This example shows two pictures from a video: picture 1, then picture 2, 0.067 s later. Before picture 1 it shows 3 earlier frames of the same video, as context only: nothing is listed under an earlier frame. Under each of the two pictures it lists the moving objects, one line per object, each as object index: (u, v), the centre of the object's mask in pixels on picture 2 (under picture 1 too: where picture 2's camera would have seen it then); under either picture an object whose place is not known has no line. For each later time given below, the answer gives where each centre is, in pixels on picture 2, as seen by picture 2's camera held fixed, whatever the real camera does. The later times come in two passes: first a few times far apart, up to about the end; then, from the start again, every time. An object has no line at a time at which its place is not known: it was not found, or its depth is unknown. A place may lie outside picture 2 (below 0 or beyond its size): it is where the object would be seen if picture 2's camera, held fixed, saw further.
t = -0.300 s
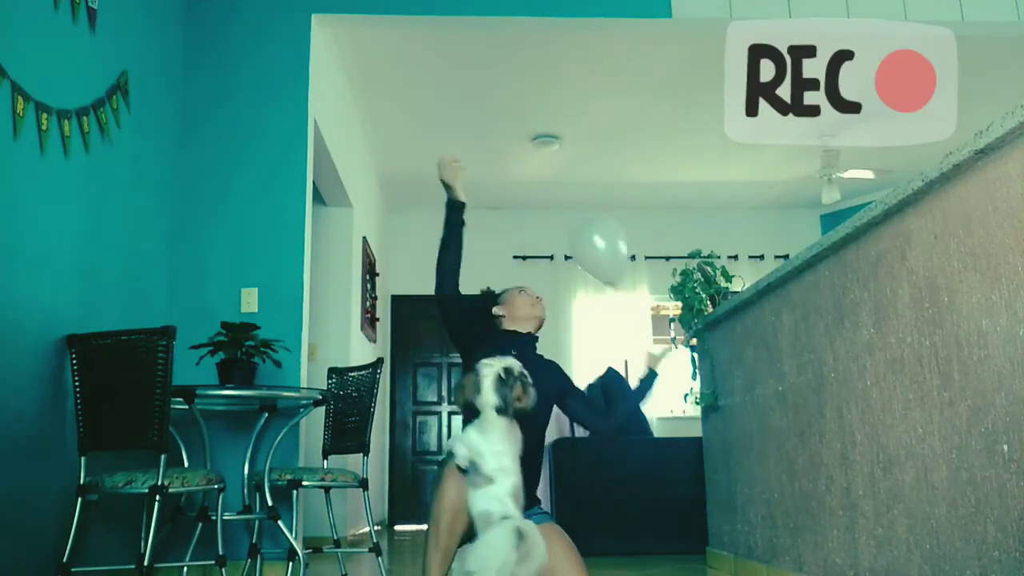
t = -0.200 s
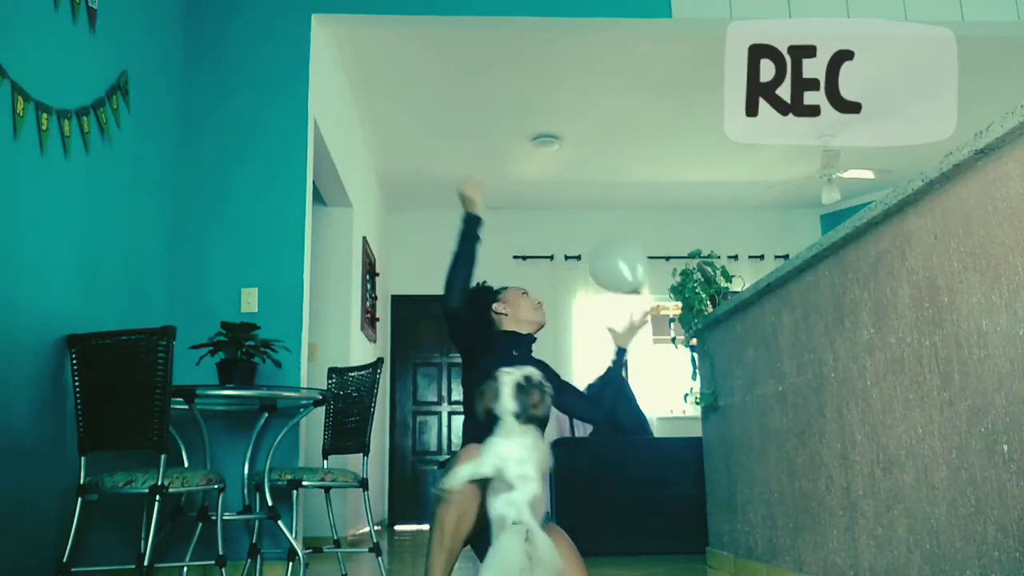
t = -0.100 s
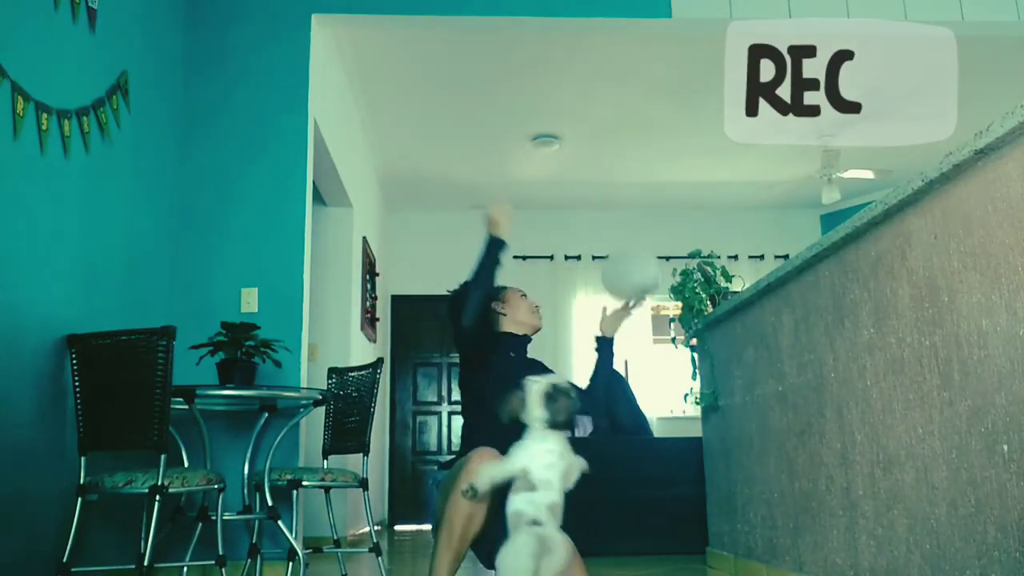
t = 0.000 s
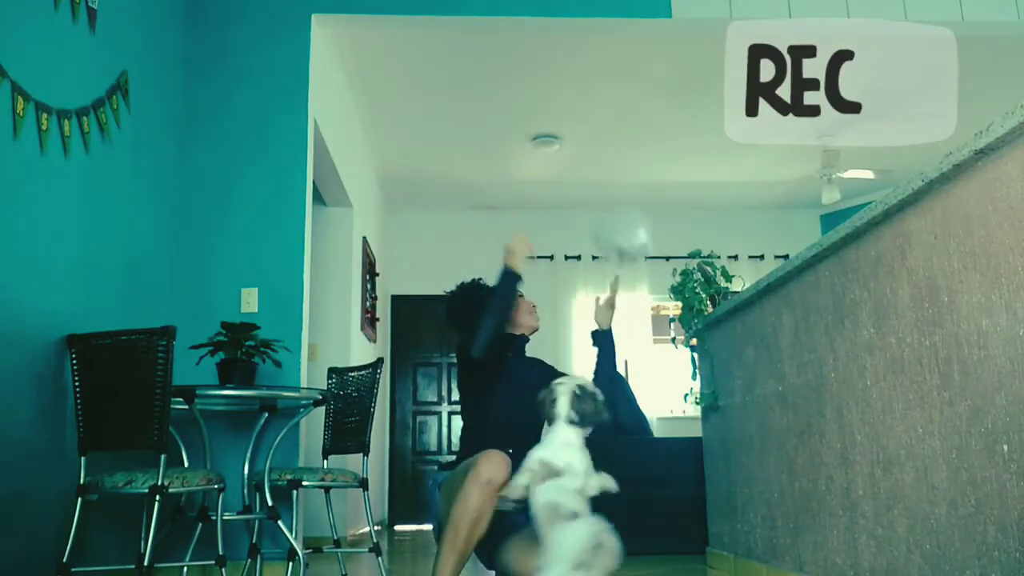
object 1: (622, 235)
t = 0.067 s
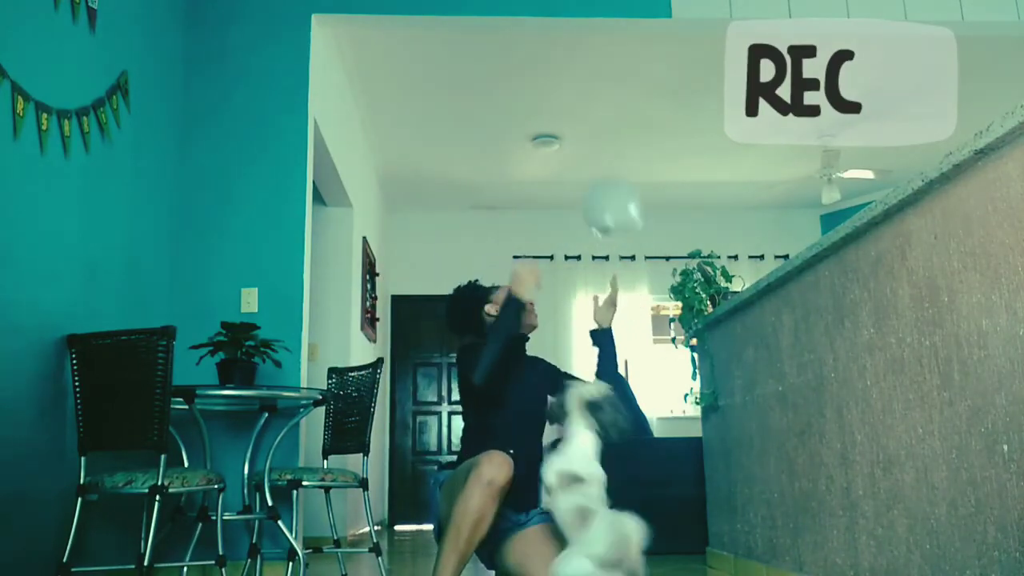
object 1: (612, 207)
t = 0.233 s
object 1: (584, 156)
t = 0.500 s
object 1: (551, 109)
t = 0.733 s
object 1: (527, 111)
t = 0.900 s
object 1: (514, 140)
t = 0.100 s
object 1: (605, 194)
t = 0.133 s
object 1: (600, 184)
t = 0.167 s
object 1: (595, 175)
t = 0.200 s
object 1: (589, 164)
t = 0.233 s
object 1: (584, 156)
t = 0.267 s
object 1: (580, 146)
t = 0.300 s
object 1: (575, 139)
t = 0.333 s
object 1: (570, 131)
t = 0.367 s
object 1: (566, 125)
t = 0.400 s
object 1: (562, 119)
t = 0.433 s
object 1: (558, 115)
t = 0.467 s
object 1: (555, 111)
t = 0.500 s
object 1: (551, 109)
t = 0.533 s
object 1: (547, 107)
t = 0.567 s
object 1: (544, 105)
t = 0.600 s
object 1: (540, 105)
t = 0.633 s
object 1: (537, 105)
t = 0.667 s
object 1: (533, 107)
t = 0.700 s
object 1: (530, 108)
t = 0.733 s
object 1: (527, 111)
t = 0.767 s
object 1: (524, 115)
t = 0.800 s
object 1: (521, 119)
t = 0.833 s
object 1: (518, 125)
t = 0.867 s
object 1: (516, 133)
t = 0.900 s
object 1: (514, 140)
